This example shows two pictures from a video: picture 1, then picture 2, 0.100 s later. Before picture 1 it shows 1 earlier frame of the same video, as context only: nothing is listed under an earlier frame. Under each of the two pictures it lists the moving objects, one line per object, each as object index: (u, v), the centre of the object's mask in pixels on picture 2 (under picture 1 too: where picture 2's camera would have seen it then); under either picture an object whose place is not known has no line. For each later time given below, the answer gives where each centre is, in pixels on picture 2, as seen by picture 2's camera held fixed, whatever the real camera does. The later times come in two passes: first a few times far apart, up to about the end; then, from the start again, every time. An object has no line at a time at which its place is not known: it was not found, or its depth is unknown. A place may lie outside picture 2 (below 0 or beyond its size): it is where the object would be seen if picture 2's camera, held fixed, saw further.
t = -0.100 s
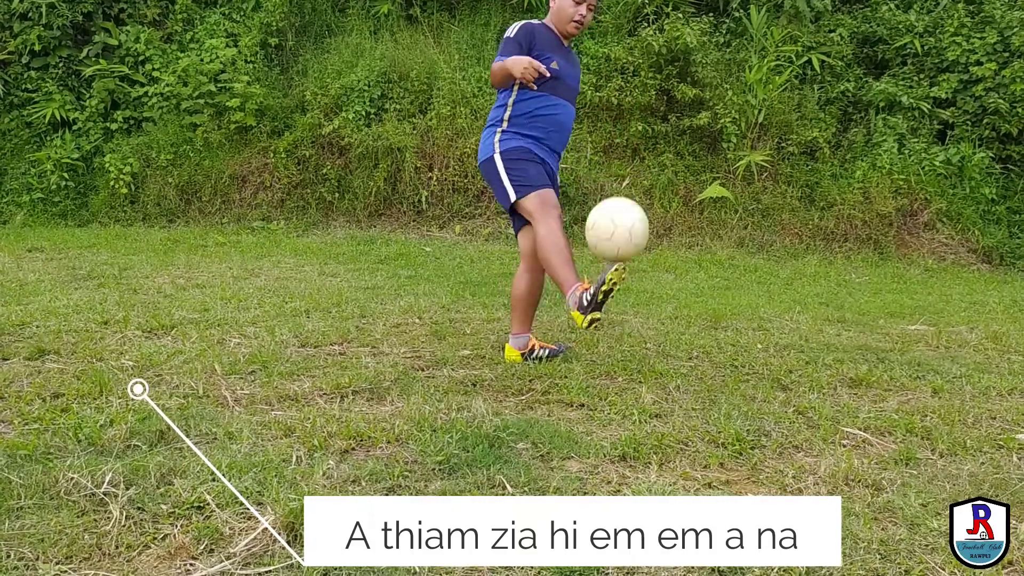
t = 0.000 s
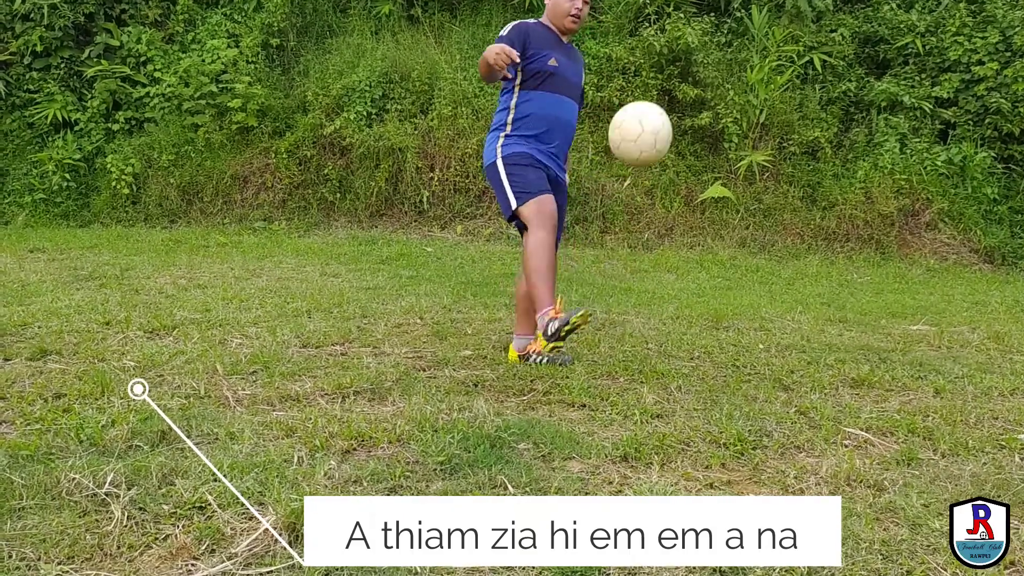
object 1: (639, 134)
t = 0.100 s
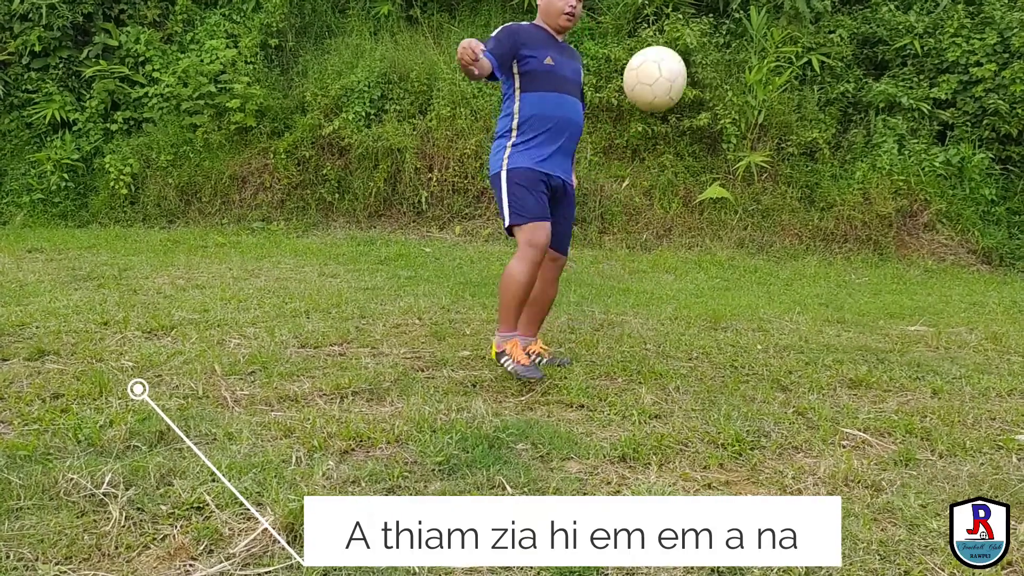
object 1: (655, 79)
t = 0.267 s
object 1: (677, 33)
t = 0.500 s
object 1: (701, 59)
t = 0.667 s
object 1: (712, 142)
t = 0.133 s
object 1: (658, 70)
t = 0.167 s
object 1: (664, 55)
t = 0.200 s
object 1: (669, 44)
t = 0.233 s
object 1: (675, 36)
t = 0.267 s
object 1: (677, 33)
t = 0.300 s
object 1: (681, 31)
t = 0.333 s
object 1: (686, 31)
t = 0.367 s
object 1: (688, 31)
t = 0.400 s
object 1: (692, 35)
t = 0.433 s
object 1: (696, 42)
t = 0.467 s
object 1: (698, 47)
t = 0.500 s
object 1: (701, 59)
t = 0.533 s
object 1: (704, 73)
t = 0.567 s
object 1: (707, 90)
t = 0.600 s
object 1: (708, 99)
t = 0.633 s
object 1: (710, 120)
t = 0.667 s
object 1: (712, 142)
